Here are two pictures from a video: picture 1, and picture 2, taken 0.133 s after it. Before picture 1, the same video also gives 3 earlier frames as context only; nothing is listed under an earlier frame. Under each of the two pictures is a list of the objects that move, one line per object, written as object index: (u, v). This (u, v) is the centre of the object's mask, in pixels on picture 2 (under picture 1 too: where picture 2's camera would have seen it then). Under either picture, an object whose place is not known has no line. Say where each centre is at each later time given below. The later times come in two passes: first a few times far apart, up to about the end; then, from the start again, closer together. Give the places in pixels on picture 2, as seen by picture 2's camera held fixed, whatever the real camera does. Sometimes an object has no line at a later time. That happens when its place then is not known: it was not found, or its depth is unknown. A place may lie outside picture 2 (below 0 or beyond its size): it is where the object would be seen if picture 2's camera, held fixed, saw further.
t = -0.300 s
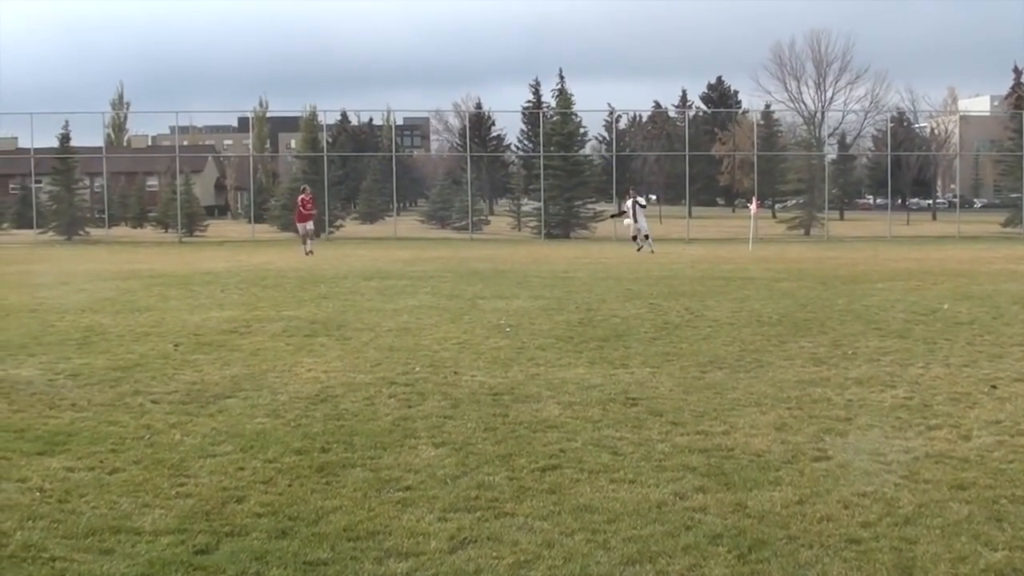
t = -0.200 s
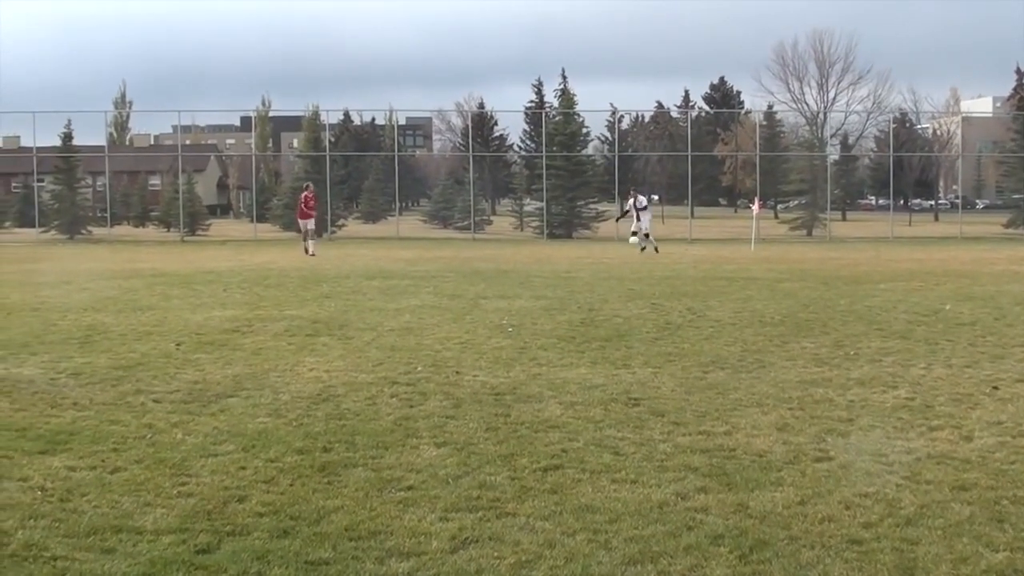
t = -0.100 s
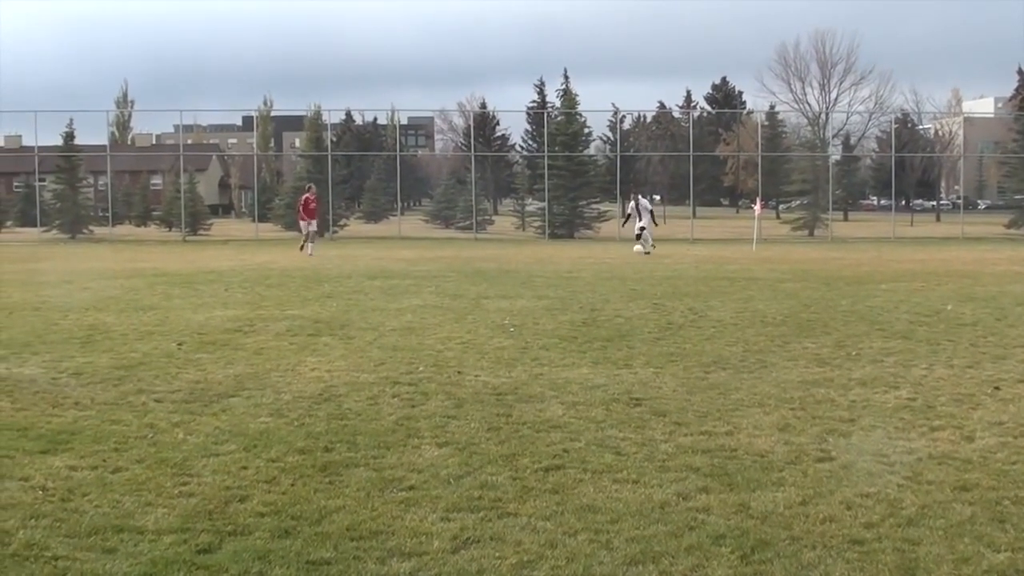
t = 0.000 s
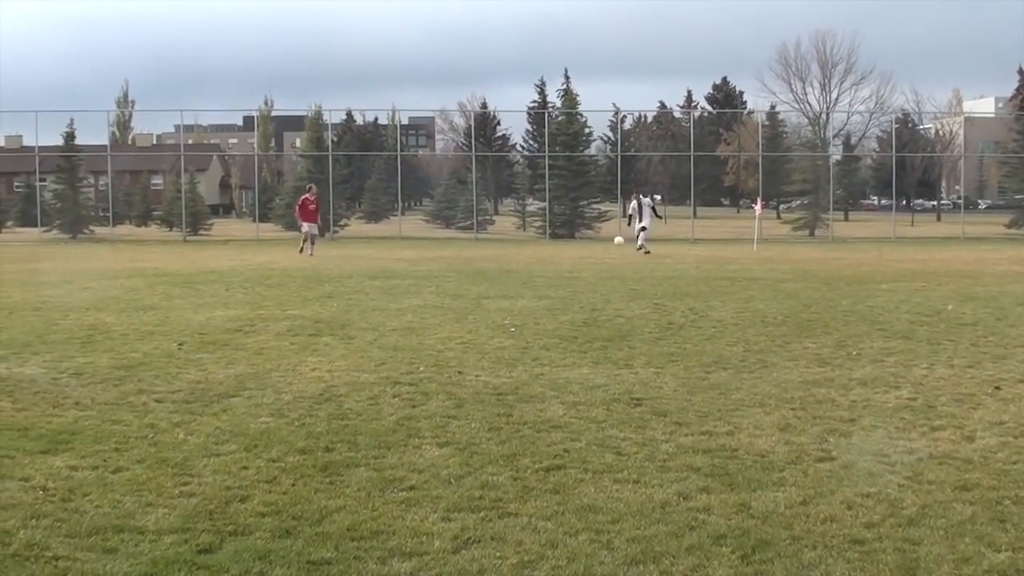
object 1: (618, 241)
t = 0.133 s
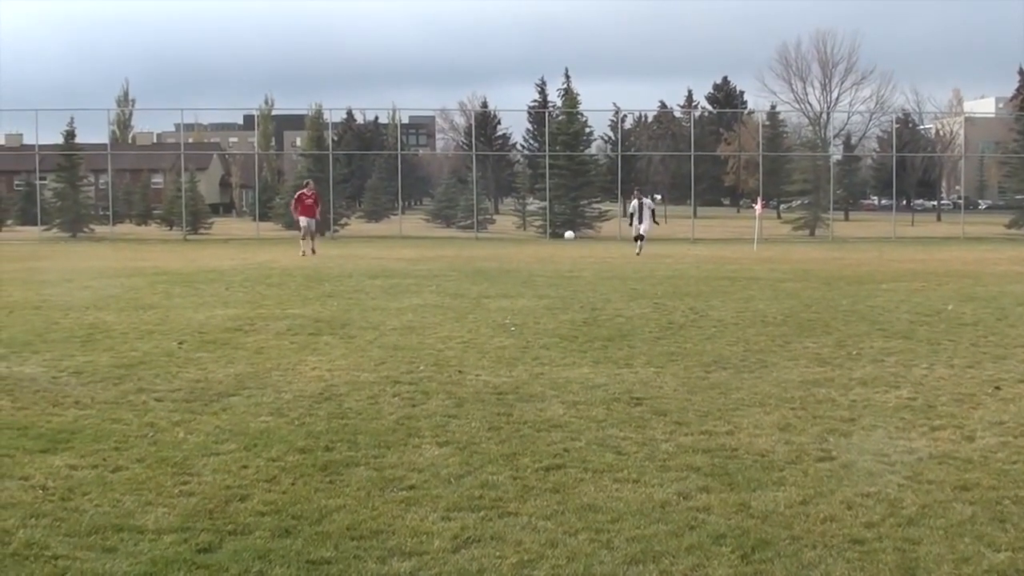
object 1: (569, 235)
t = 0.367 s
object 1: (476, 243)
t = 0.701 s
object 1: (369, 248)
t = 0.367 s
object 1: (476, 243)
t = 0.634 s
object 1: (387, 249)
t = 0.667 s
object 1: (378, 248)
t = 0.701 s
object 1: (369, 248)
